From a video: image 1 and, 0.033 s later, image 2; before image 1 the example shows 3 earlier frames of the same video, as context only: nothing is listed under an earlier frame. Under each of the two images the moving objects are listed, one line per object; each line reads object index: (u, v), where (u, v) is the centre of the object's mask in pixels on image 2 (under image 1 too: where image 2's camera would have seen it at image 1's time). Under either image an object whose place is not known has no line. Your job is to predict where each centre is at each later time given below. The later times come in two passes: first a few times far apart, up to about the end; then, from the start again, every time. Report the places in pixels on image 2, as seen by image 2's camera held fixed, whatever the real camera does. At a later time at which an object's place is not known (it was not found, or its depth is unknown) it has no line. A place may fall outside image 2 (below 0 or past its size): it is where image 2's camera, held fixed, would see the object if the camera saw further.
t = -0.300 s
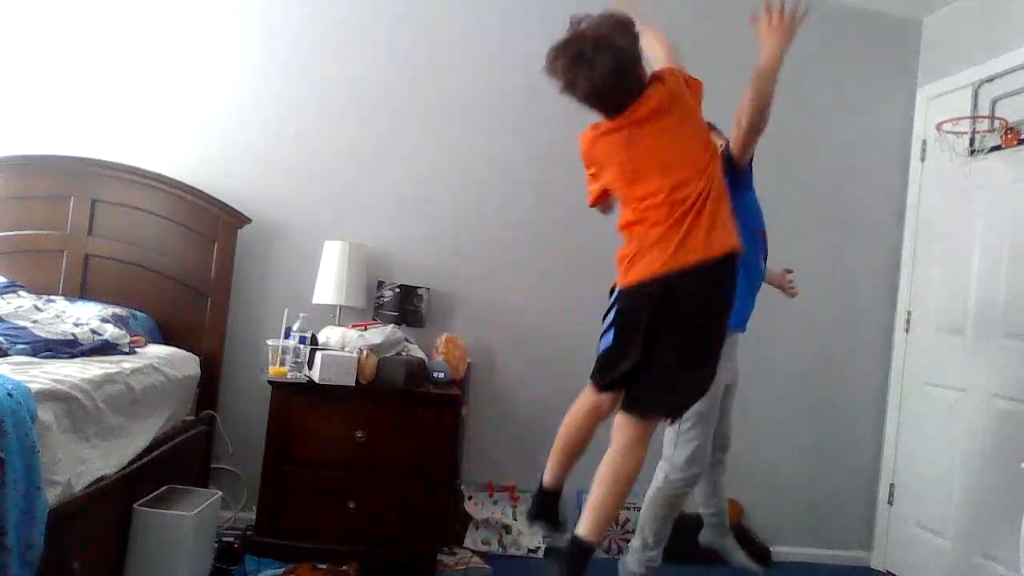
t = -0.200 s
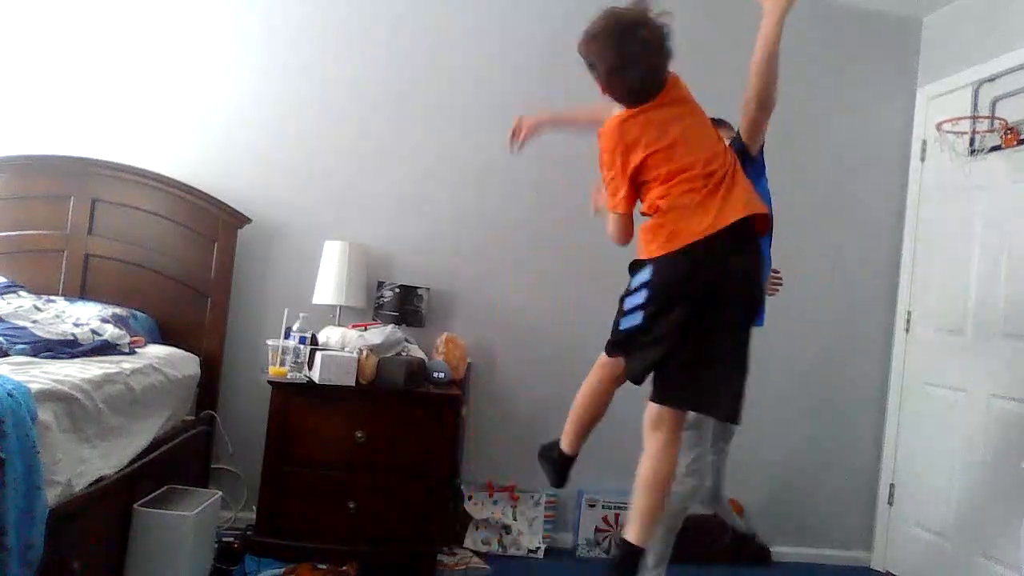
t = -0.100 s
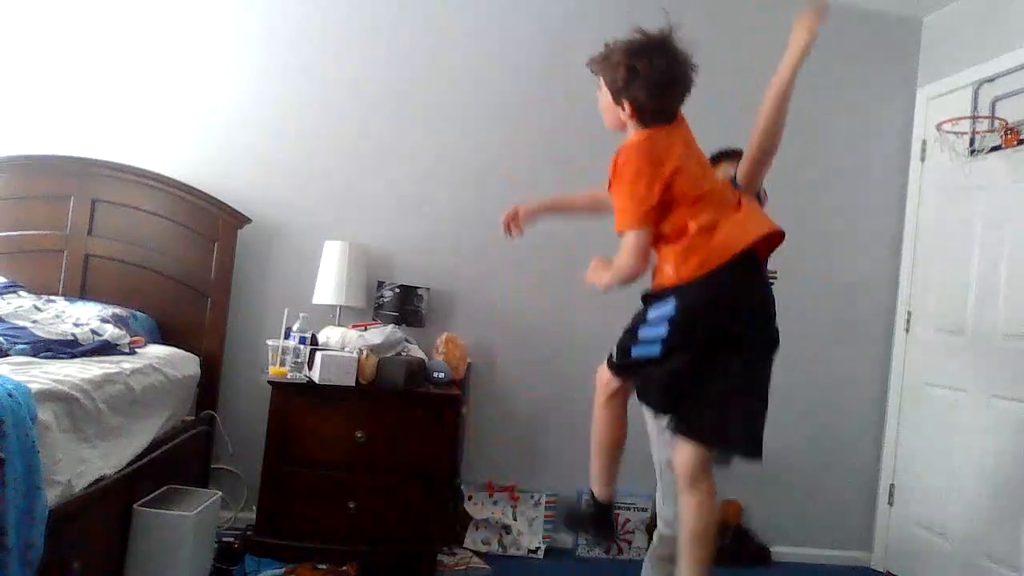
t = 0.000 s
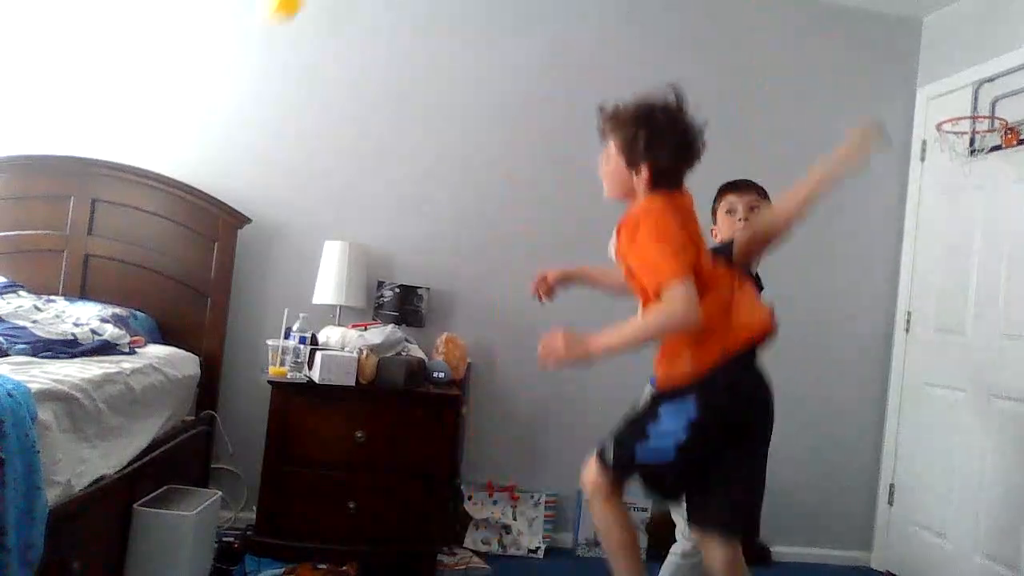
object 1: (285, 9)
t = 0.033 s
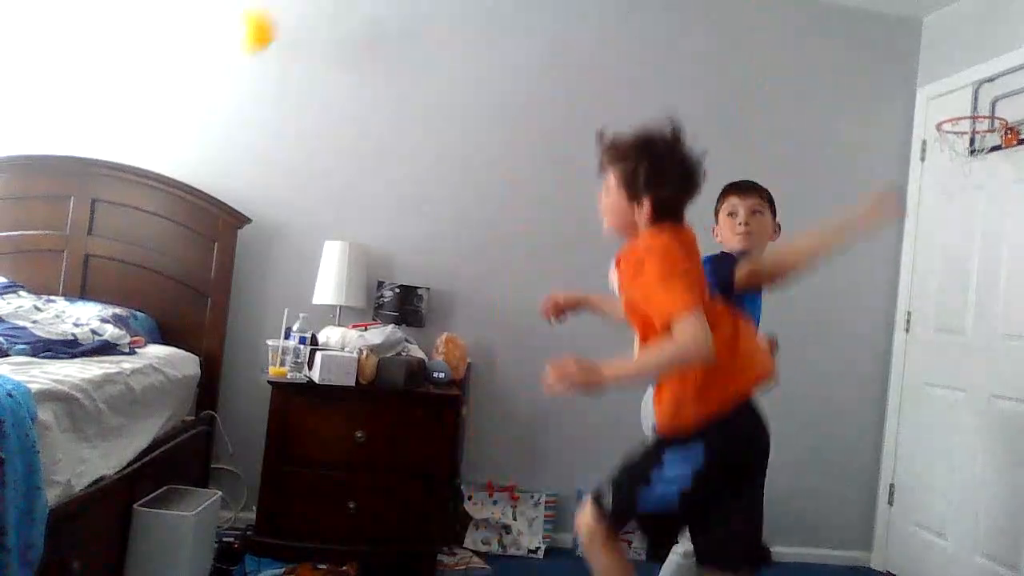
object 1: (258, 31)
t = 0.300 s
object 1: (151, 97)
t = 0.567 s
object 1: (67, 129)
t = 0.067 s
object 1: (233, 64)
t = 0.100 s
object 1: (211, 98)
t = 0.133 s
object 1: (190, 121)
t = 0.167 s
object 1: (170, 149)
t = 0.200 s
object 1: (162, 146)
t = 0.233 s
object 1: (159, 128)
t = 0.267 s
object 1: (156, 111)
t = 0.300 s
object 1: (151, 97)
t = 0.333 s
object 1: (146, 85)
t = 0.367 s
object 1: (139, 75)
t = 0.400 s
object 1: (132, 70)
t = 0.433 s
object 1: (123, 67)
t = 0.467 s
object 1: (113, 70)
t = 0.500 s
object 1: (100, 80)
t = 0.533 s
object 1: (85, 99)
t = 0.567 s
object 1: (67, 129)
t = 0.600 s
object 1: (43, 175)
